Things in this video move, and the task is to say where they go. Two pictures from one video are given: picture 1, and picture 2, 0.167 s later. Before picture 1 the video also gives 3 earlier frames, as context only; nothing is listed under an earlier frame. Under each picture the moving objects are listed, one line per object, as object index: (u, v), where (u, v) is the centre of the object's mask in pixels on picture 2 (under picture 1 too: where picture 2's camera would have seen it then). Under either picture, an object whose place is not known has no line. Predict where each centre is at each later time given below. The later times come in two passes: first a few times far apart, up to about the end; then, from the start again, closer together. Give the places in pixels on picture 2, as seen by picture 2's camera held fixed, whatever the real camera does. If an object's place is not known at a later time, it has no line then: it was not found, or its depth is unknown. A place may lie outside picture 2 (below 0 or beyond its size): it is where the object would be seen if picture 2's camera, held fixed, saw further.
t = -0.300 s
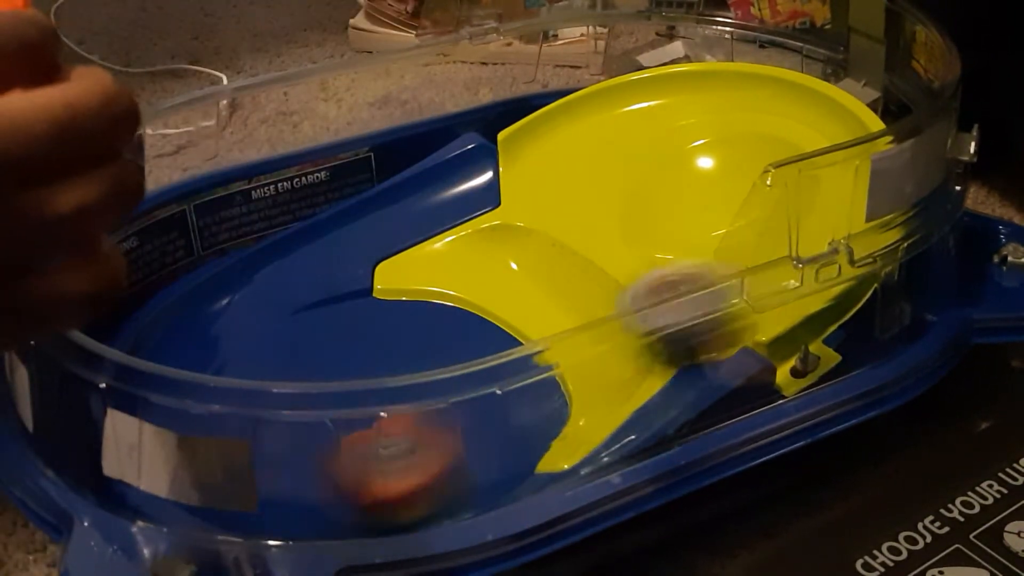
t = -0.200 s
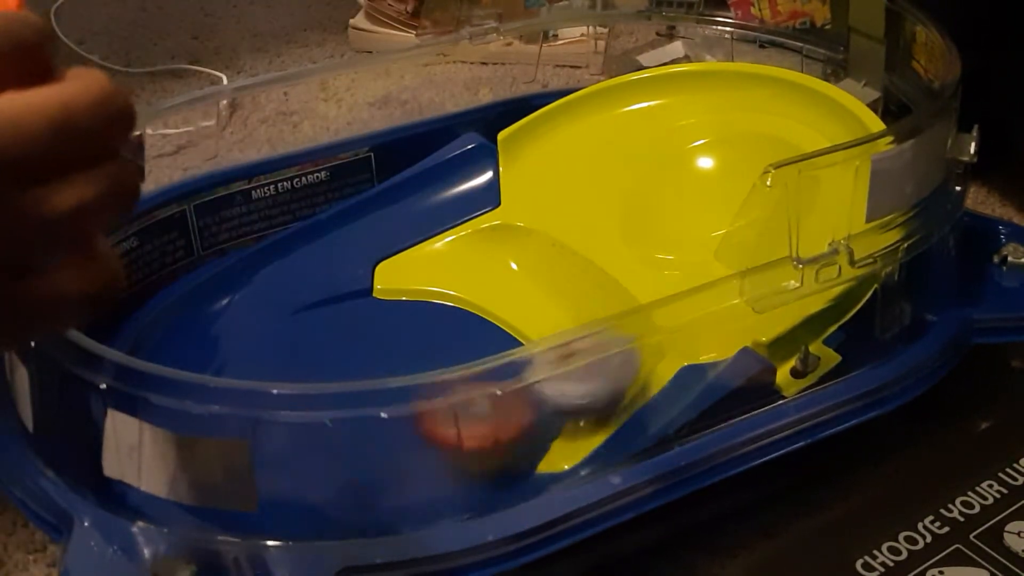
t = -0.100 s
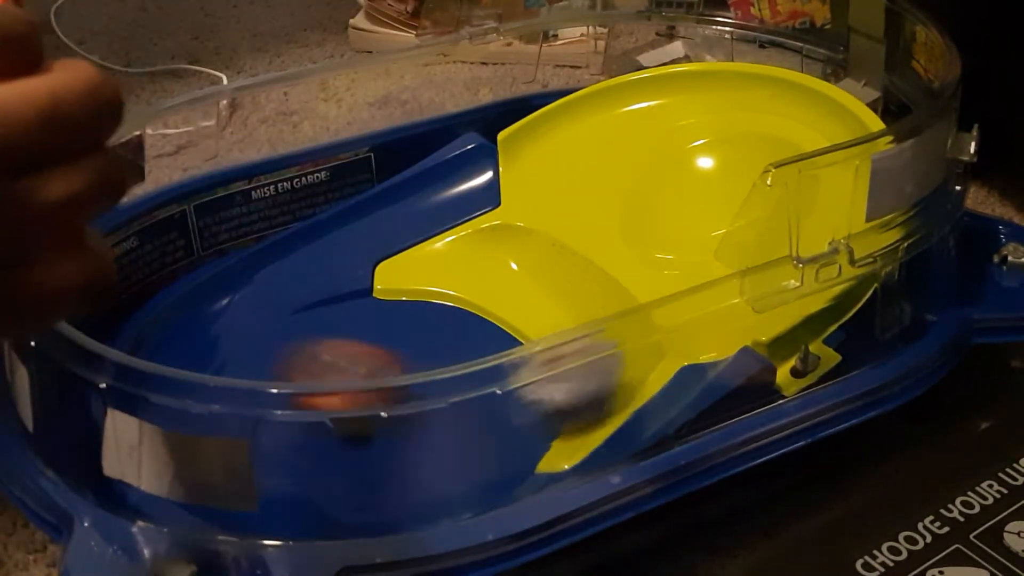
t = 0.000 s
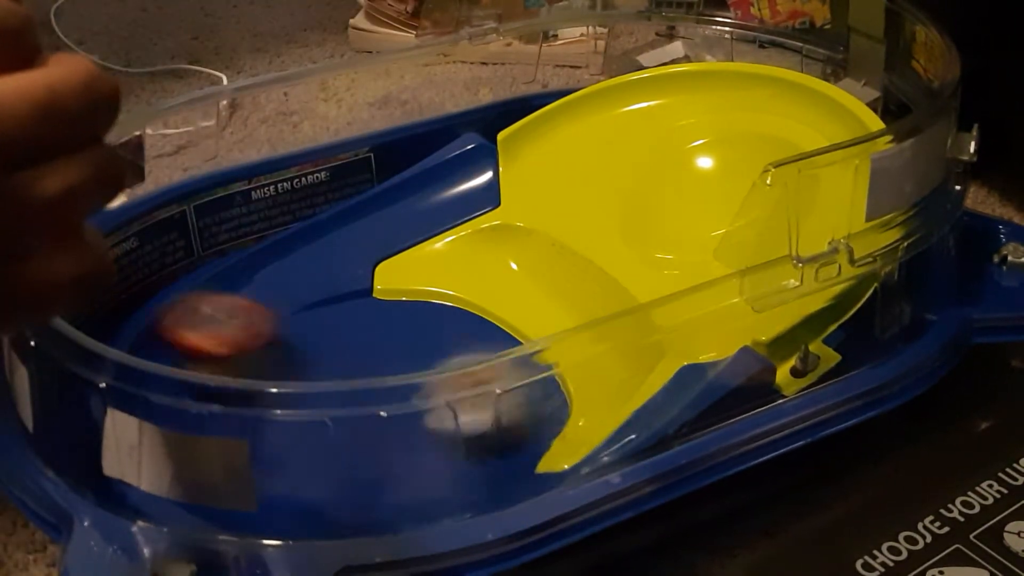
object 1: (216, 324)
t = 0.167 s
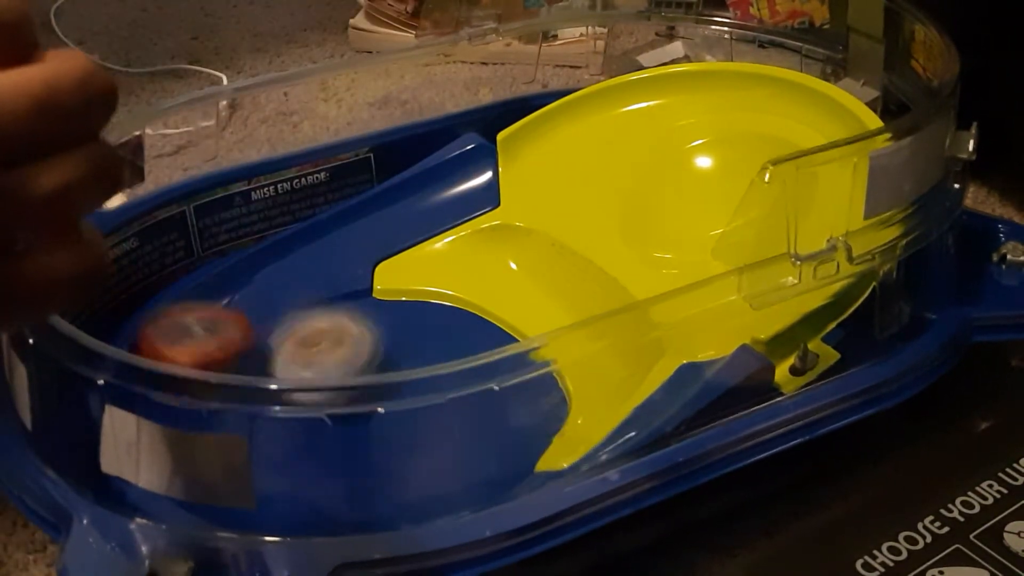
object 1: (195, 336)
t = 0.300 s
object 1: (190, 418)
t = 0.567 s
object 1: (473, 450)
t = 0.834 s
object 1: (417, 269)
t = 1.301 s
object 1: (489, 318)
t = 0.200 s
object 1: (210, 347)
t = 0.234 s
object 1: (197, 370)
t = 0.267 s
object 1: (194, 390)
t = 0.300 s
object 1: (190, 418)
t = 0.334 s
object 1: (261, 430)
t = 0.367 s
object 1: (272, 441)
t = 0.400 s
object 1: (289, 456)
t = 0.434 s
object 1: (305, 467)
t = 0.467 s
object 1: (340, 471)
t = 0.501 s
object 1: (393, 478)
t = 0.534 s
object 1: (436, 470)
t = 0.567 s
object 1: (473, 450)
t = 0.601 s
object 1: (502, 428)
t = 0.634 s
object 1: (520, 410)
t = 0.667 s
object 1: (527, 392)
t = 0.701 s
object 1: (518, 365)
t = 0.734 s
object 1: (496, 327)
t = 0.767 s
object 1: (484, 313)
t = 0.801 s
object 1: (457, 290)
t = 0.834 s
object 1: (417, 269)
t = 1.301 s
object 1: (489, 318)
